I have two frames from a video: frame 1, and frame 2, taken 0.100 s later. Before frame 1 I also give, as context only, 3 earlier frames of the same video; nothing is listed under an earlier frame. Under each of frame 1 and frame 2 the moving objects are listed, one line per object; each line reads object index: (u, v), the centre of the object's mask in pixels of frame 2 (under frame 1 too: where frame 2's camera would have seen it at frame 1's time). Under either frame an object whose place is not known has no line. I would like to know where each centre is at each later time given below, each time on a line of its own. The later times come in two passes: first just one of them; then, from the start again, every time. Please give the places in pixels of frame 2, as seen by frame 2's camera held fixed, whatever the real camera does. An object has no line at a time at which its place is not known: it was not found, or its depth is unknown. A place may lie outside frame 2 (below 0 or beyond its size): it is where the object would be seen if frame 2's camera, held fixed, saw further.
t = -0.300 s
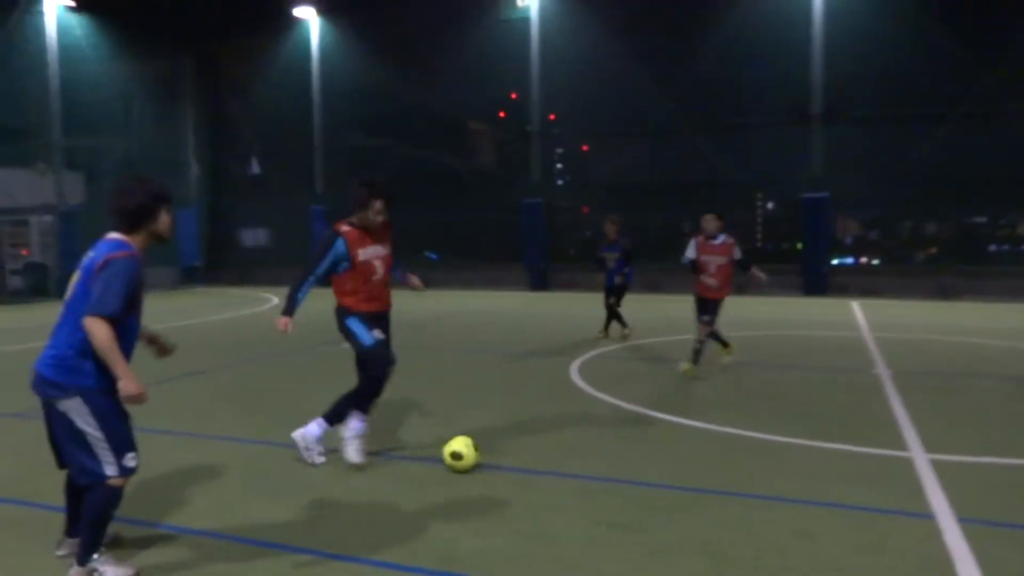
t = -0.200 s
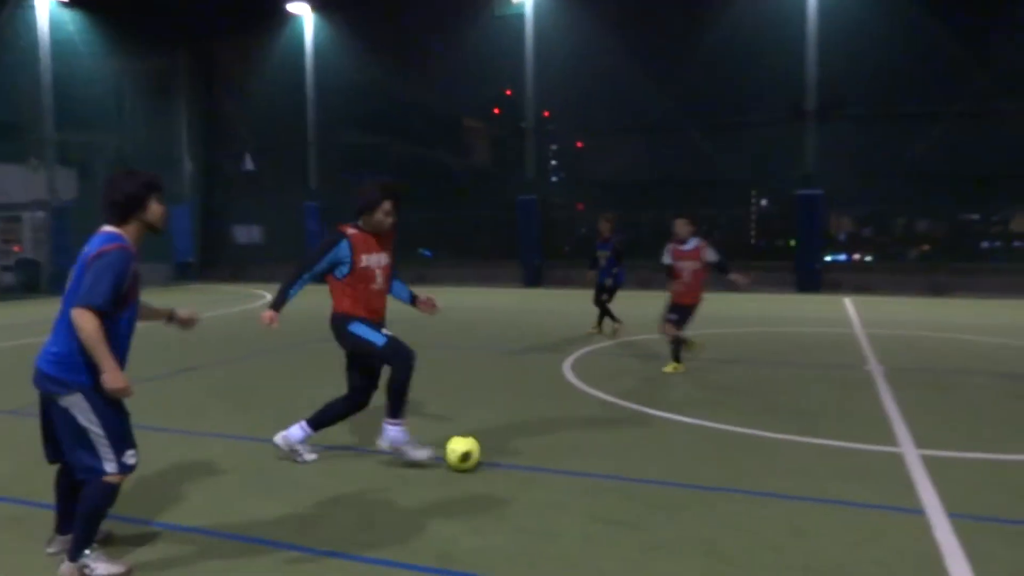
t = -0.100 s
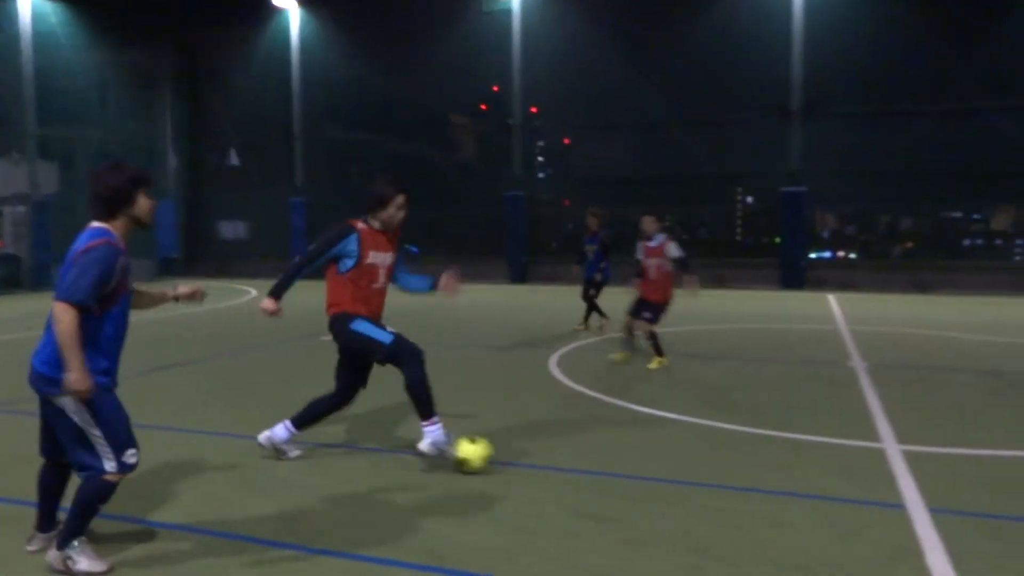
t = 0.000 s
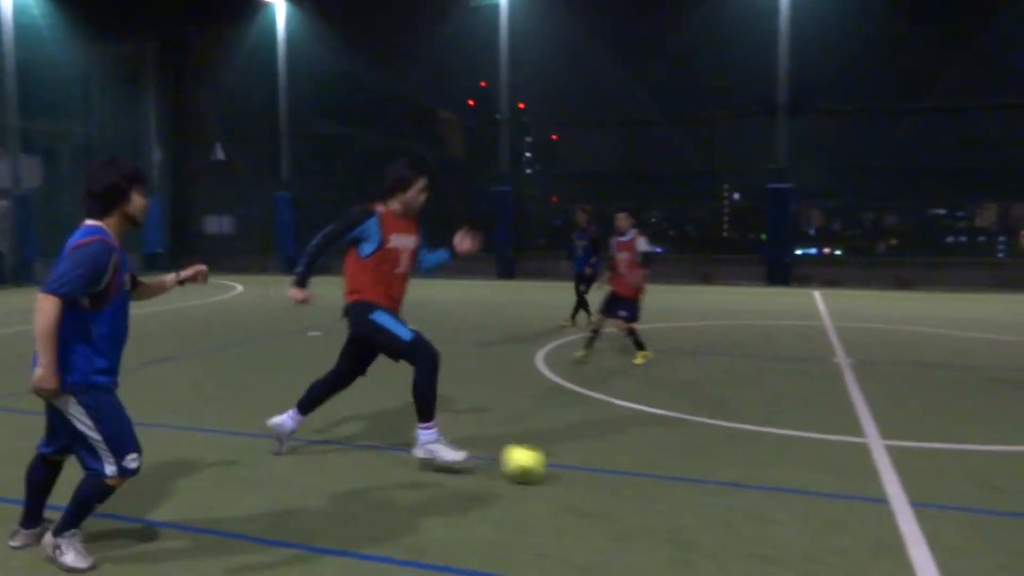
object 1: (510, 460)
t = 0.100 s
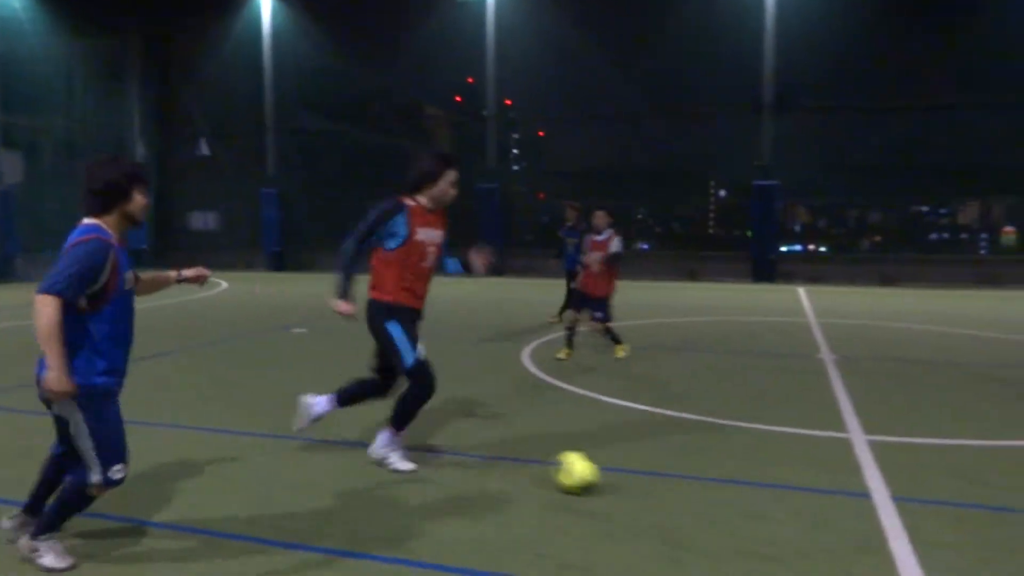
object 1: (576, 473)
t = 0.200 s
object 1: (640, 485)
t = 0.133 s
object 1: (595, 476)
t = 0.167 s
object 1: (619, 480)
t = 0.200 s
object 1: (640, 485)
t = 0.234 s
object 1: (661, 490)
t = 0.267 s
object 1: (680, 493)
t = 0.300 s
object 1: (700, 497)
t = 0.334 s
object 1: (717, 500)
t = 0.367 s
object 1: (733, 504)
